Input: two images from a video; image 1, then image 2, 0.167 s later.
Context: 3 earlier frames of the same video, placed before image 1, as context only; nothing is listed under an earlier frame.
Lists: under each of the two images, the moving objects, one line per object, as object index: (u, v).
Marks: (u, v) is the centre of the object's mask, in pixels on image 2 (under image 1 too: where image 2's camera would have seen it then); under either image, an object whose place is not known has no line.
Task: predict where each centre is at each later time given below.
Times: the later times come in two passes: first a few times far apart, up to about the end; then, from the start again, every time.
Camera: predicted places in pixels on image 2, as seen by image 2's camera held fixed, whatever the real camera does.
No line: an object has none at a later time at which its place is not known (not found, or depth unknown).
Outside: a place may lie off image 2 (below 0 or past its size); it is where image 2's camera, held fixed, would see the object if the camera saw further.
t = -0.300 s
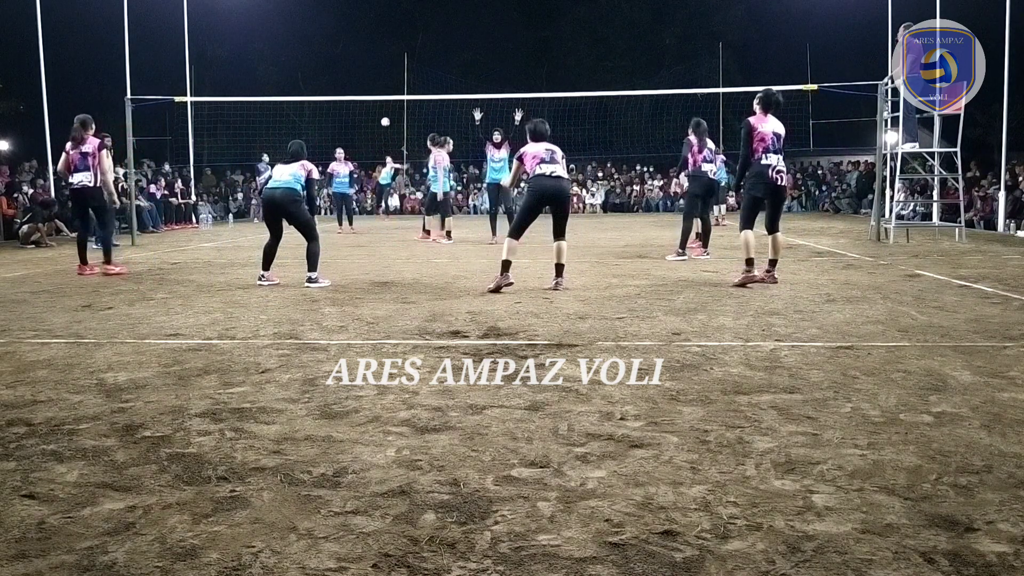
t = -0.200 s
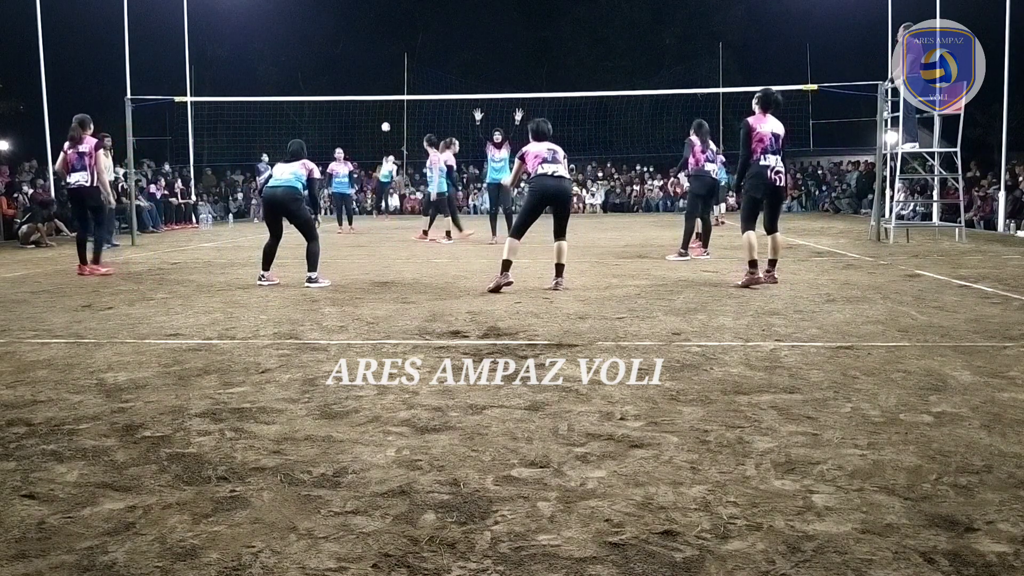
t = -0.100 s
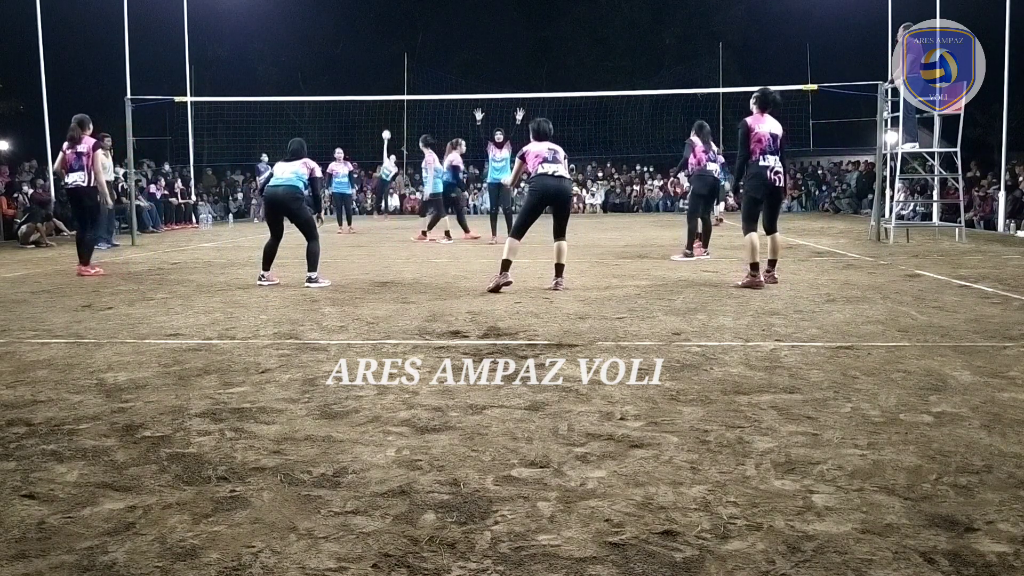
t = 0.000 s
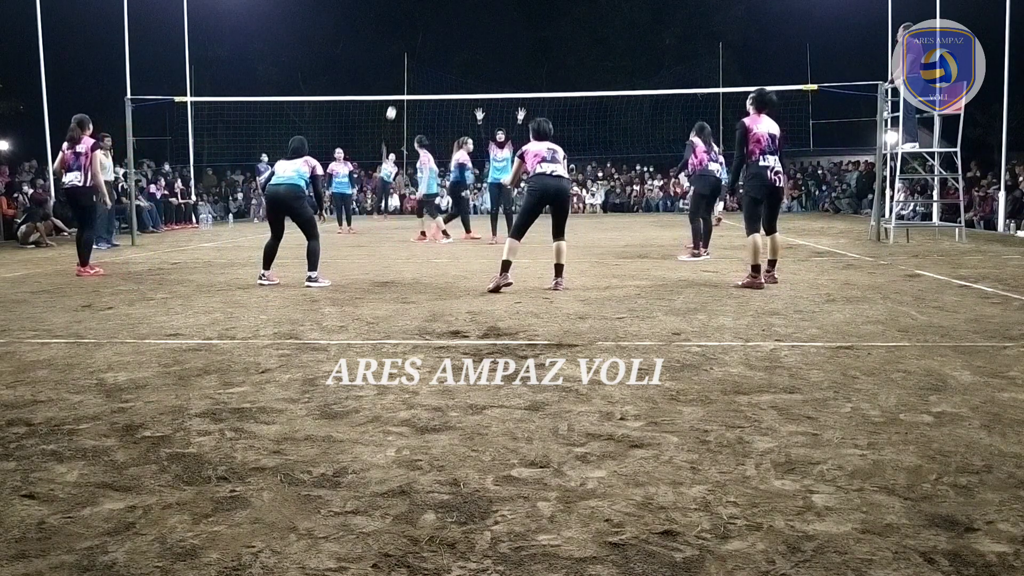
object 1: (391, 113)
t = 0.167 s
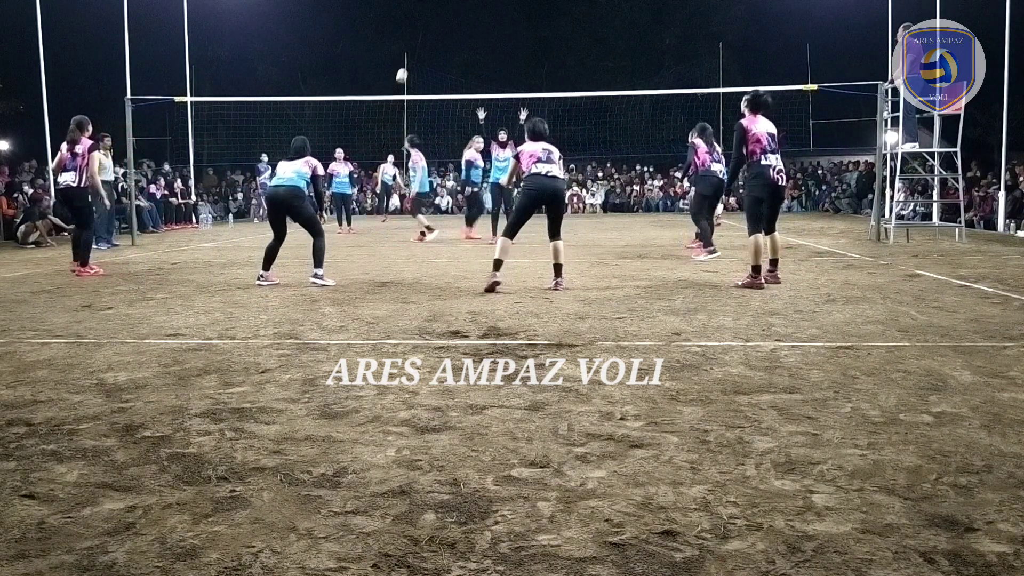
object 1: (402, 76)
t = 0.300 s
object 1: (411, 51)
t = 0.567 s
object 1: (436, 20)
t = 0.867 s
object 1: (476, 26)
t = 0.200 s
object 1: (404, 69)
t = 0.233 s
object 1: (407, 62)
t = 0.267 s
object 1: (409, 57)
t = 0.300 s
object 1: (411, 51)
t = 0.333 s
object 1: (414, 46)
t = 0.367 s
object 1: (416, 41)
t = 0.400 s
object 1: (419, 37)
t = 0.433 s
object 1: (422, 33)
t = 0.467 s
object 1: (425, 29)
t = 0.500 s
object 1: (428, 26)
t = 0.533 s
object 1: (432, 23)
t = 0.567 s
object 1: (436, 20)
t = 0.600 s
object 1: (439, 18)
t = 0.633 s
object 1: (444, 17)
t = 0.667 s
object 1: (448, 16)
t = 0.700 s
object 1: (452, 16)
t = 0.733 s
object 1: (456, 16)
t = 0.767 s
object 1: (461, 17)
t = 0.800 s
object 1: (466, 19)
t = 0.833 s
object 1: (471, 22)
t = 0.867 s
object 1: (476, 26)
